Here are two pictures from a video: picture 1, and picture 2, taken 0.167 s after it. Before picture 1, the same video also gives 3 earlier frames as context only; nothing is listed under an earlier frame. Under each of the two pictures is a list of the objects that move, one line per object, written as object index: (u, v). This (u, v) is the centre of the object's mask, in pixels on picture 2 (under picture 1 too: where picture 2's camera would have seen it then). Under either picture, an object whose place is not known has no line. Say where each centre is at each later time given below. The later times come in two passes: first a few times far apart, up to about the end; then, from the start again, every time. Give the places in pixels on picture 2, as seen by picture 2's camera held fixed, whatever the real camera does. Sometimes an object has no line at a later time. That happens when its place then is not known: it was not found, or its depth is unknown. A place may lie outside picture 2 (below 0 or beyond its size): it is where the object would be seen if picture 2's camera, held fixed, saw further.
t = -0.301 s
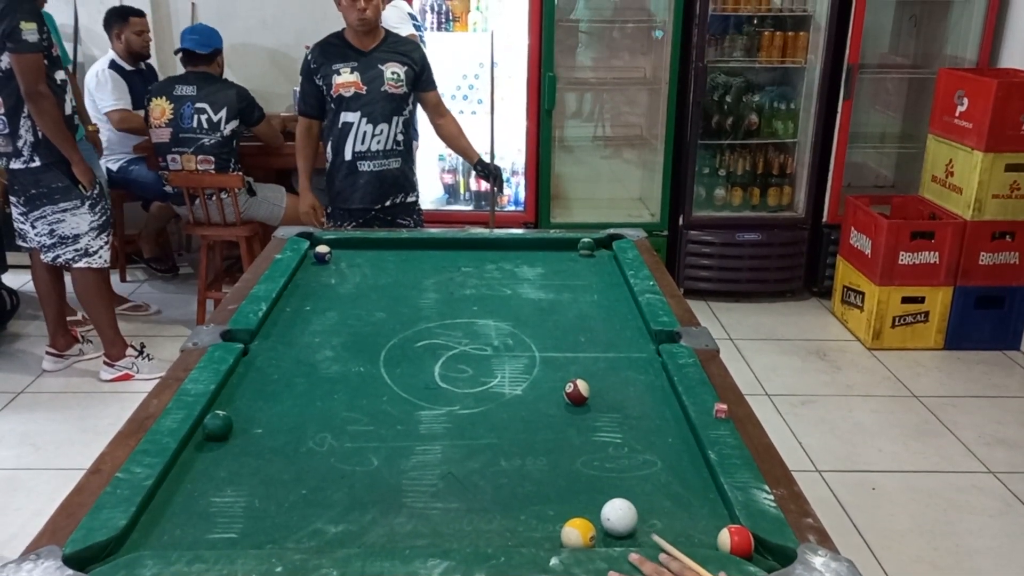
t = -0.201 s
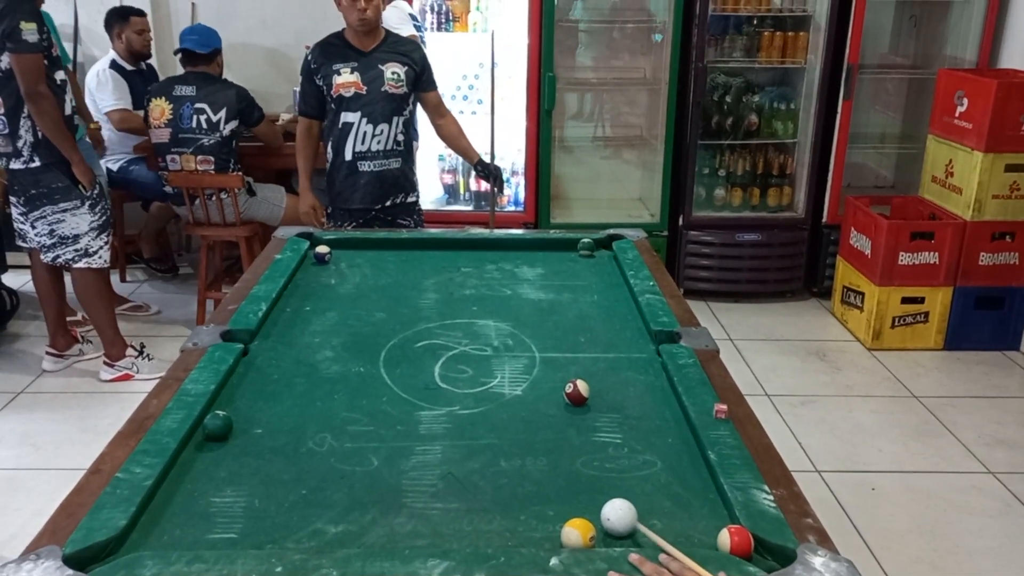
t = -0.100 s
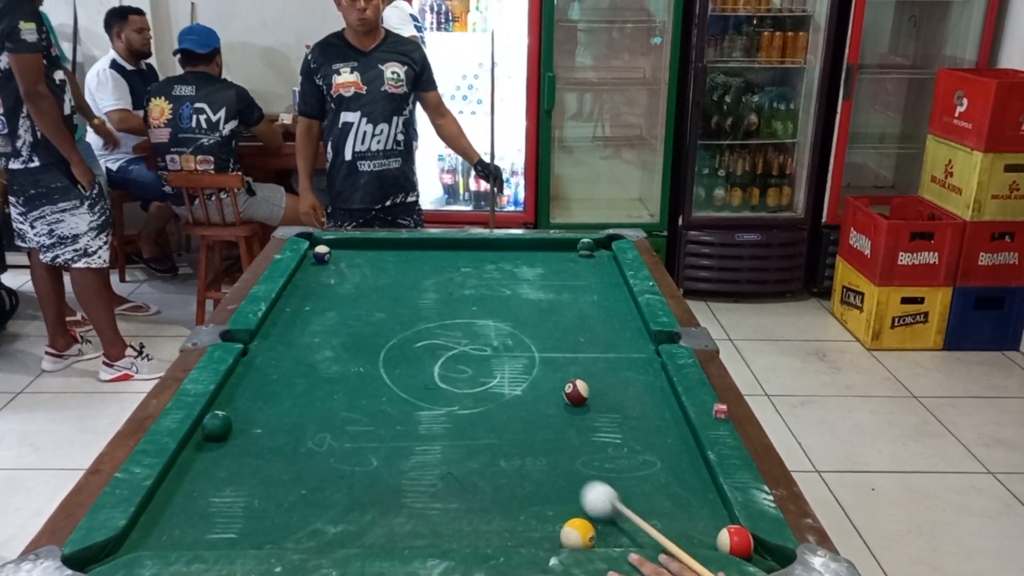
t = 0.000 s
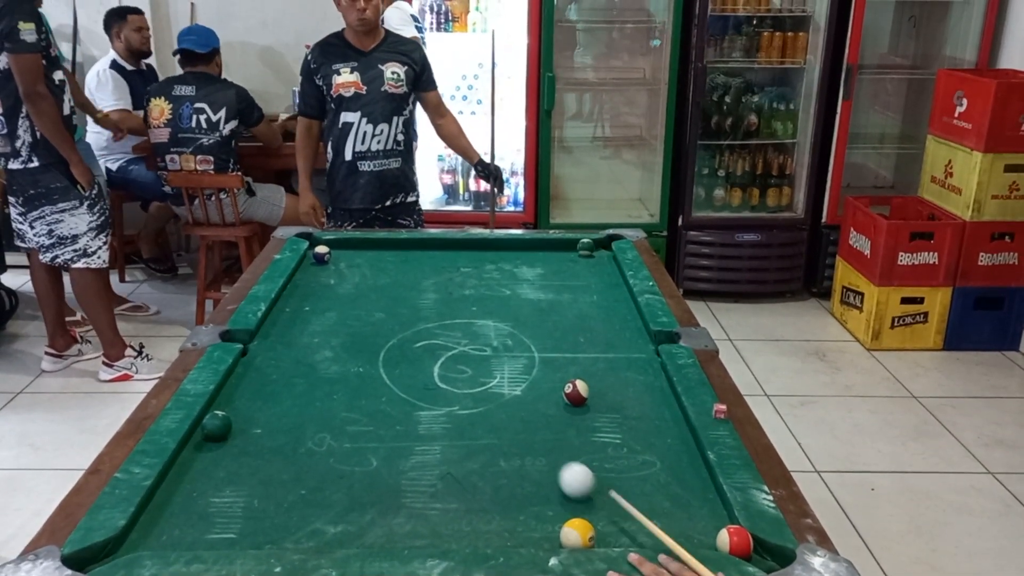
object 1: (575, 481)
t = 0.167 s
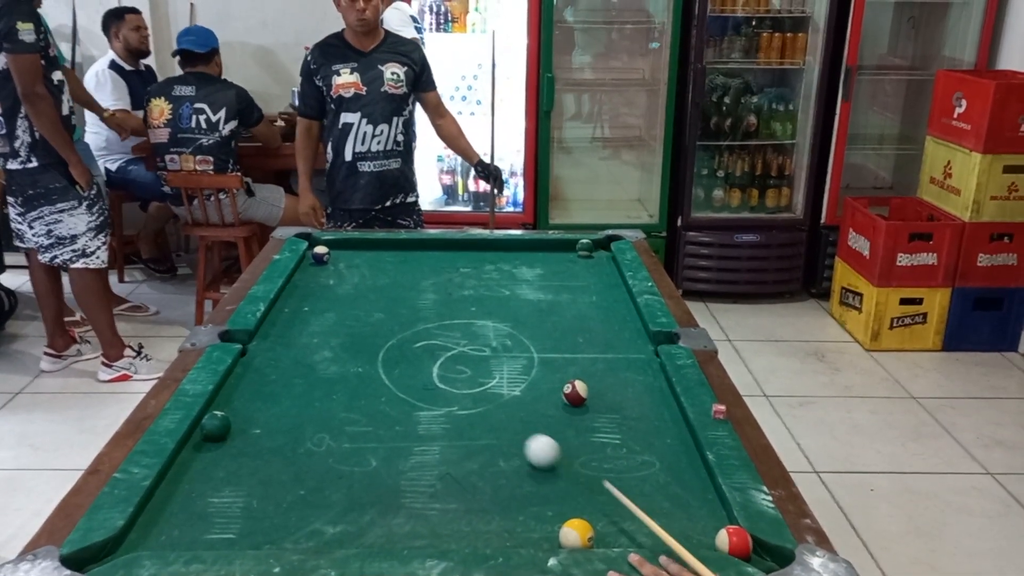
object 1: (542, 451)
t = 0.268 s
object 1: (524, 435)
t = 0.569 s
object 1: (478, 395)
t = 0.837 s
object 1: (445, 366)
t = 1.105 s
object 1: (418, 341)
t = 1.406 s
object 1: (393, 319)
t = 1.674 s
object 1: (374, 302)
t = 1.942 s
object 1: (359, 287)
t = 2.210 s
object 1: (344, 275)
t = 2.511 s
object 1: (331, 263)
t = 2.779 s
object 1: (325, 257)
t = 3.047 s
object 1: (323, 255)
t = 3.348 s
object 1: (320, 254)
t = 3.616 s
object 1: (320, 254)
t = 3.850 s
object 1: (320, 254)
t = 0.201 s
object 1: (536, 445)
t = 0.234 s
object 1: (530, 441)
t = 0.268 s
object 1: (524, 435)
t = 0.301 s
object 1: (519, 431)
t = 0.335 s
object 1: (513, 426)
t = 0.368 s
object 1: (508, 421)
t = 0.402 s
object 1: (503, 416)
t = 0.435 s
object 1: (498, 412)
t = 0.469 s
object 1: (493, 408)
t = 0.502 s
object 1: (488, 403)
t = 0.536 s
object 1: (483, 399)
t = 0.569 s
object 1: (478, 395)
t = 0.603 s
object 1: (473, 391)
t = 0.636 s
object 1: (470, 387)
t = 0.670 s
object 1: (465, 383)
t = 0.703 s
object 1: (461, 380)
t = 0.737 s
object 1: (457, 376)
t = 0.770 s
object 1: (453, 373)
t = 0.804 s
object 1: (449, 369)
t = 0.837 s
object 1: (445, 366)
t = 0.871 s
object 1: (442, 362)
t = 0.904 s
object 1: (438, 359)
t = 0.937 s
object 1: (434, 356)
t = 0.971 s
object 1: (431, 353)
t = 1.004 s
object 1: (428, 350)
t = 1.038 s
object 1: (425, 347)
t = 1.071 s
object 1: (421, 344)
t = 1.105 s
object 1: (418, 341)
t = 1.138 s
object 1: (415, 339)
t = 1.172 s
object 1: (412, 336)
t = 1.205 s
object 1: (409, 333)
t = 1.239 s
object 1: (406, 331)
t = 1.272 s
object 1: (404, 328)
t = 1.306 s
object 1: (401, 326)
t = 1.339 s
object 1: (398, 324)
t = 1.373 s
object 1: (396, 321)
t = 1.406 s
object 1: (393, 319)
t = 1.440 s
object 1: (391, 316)
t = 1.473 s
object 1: (388, 314)
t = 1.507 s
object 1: (386, 312)
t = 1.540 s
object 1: (384, 310)
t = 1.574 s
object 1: (381, 308)
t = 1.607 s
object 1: (379, 306)
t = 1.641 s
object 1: (377, 304)
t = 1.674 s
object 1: (374, 302)
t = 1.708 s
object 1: (372, 300)
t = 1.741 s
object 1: (370, 298)
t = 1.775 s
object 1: (368, 296)
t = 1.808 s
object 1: (366, 294)
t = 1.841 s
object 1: (364, 292)
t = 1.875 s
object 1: (362, 291)
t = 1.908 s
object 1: (360, 289)
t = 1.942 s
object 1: (359, 287)
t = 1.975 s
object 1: (357, 286)
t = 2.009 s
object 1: (355, 284)
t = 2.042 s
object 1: (353, 283)
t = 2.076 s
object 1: (351, 281)
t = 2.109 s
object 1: (350, 279)
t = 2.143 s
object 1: (348, 278)
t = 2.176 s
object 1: (346, 276)
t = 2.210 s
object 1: (344, 275)
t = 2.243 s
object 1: (343, 274)
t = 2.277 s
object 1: (342, 273)
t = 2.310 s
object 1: (340, 271)
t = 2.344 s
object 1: (339, 270)
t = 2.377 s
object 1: (337, 268)
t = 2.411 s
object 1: (335, 267)
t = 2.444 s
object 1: (334, 266)
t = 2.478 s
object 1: (333, 265)
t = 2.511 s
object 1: (331, 263)
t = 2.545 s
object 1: (330, 262)
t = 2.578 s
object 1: (329, 261)
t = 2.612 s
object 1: (327, 259)
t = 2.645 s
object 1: (326, 259)
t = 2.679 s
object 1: (326, 259)
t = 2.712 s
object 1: (326, 258)
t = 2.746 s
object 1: (325, 258)
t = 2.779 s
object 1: (325, 257)
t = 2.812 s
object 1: (325, 257)
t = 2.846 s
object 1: (324, 257)
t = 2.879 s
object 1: (324, 257)
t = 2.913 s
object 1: (324, 256)
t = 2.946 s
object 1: (323, 256)
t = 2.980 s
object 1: (323, 256)
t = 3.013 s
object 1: (323, 256)
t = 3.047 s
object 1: (323, 255)
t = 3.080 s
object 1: (322, 256)
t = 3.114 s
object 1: (322, 255)
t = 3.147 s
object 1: (322, 255)
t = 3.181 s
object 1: (321, 255)
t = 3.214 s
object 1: (321, 254)
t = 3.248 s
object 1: (321, 254)
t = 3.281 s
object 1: (321, 254)
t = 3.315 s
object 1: (320, 255)
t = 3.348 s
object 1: (320, 254)
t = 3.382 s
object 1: (320, 254)
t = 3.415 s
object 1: (320, 254)
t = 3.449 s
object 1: (320, 254)
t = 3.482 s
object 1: (320, 254)
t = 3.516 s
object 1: (320, 254)
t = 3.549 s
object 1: (320, 254)
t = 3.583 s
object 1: (320, 254)
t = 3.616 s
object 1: (320, 254)
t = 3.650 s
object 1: (320, 254)
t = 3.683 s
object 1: (320, 254)
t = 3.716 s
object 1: (320, 254)
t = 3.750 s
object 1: (320, 254)
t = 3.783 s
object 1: (321, 254)
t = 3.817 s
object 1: (320, 254)
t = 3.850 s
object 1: (320, 254)
